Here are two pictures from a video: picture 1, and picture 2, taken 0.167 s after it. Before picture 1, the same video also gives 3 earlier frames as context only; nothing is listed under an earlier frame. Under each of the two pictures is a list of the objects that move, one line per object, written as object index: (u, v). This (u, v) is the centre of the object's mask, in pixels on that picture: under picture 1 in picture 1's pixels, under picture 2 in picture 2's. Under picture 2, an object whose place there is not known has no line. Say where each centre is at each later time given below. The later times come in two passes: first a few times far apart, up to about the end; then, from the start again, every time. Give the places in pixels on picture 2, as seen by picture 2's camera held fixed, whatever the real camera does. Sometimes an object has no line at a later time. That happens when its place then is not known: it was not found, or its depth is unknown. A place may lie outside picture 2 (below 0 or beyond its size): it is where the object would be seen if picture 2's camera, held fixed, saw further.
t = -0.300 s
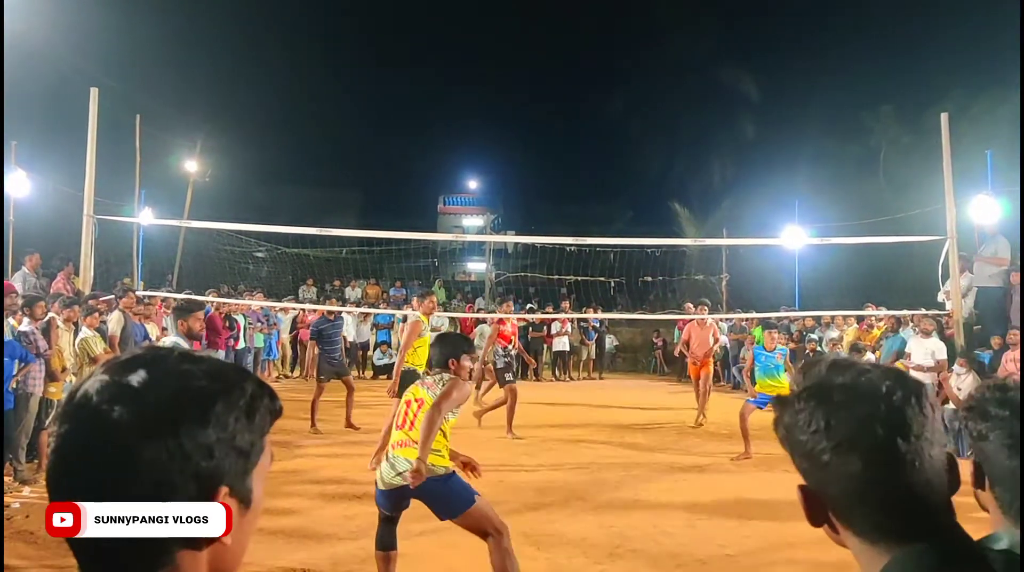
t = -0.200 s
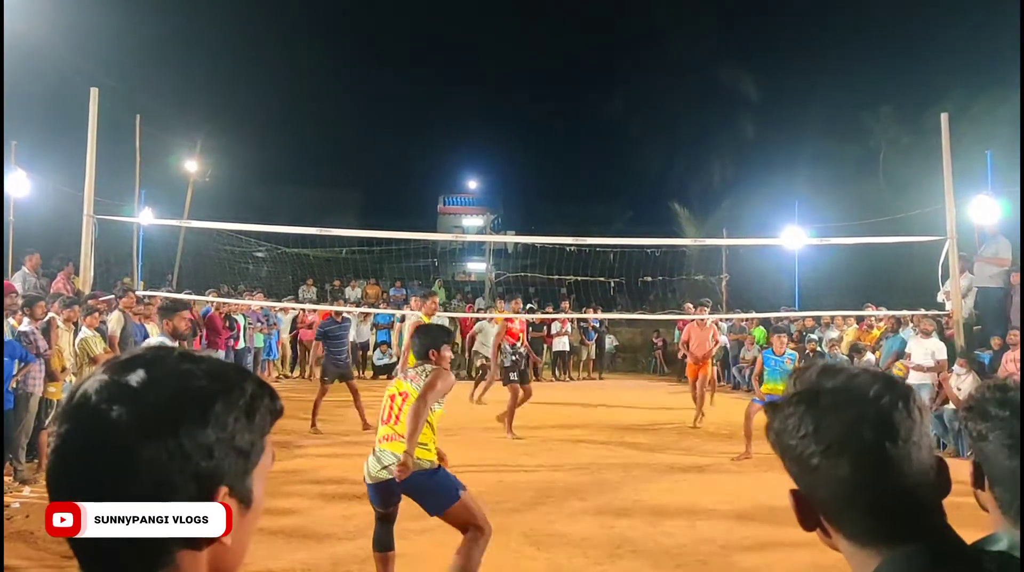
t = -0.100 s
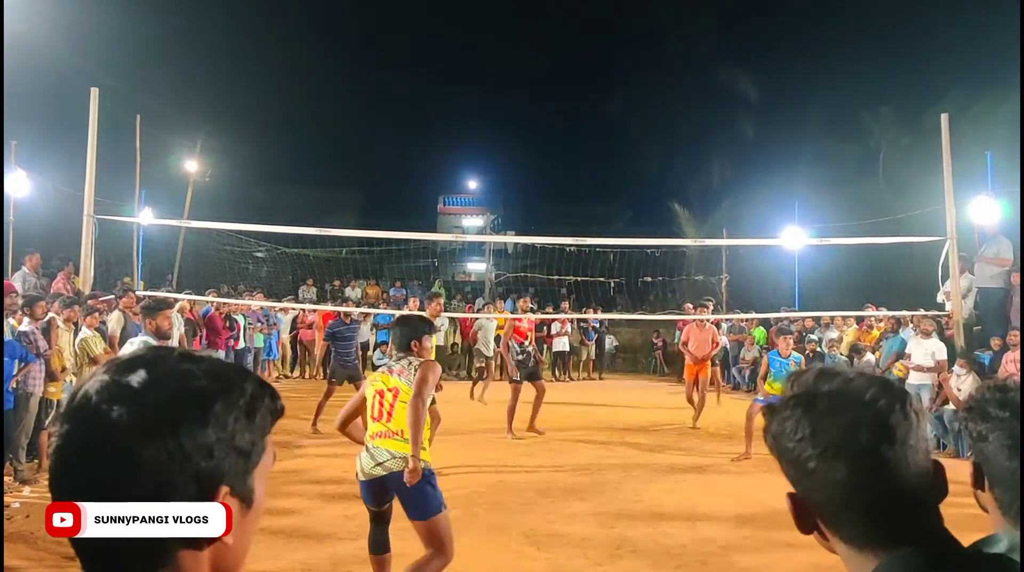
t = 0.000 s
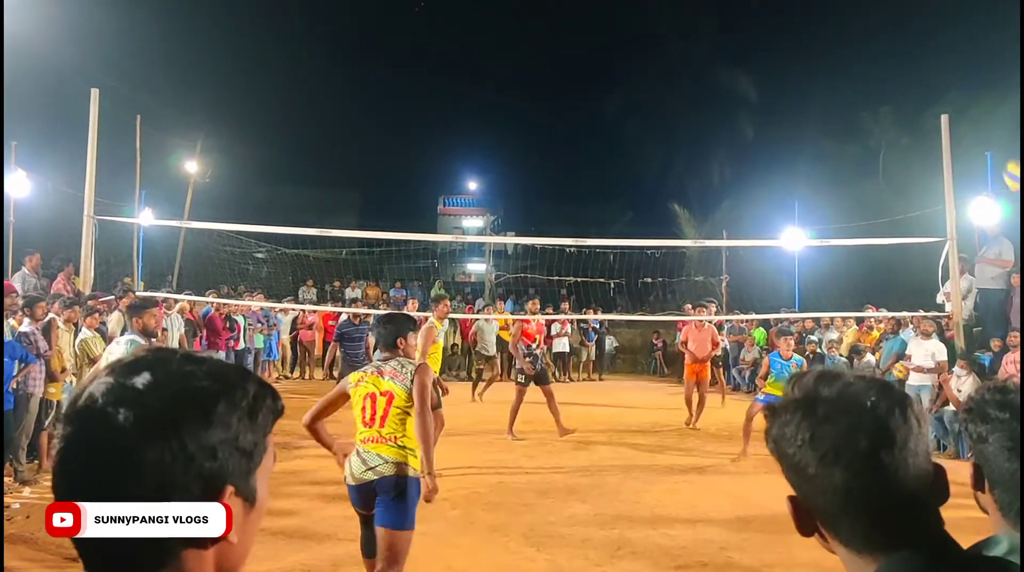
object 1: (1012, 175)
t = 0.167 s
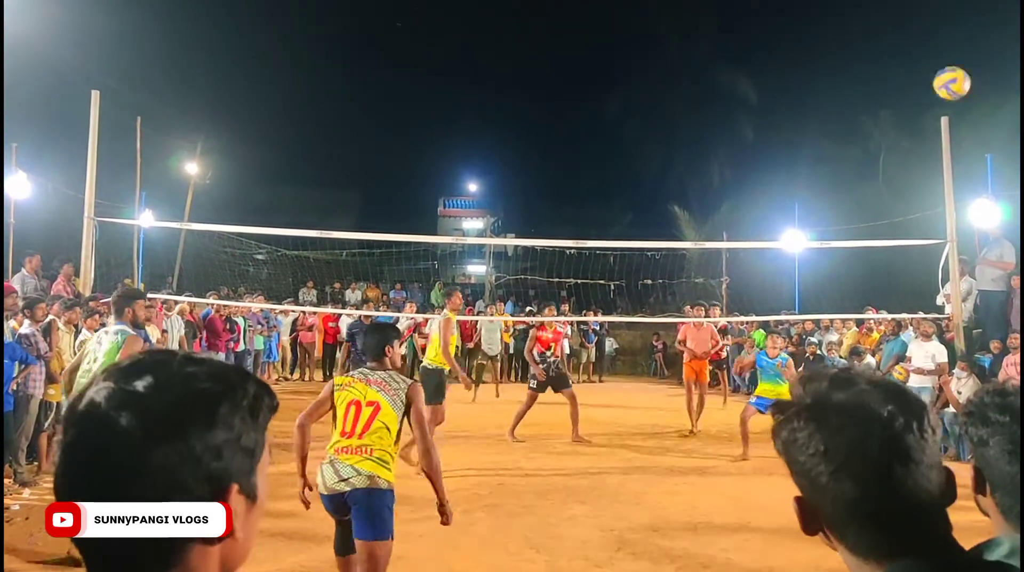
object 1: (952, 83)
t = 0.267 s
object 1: (916, 51)
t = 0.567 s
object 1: (827, 37)
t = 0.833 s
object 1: (766, 104)
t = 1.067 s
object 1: (723, 207)
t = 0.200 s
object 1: (939, 71)
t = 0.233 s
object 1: (927, 60)
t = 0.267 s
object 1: (916, 51)
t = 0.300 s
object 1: (904, 43)
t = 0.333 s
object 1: (894, 38)
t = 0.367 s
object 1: (883, 34)
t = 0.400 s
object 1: (873, 31)
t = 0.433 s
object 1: (863, 30)
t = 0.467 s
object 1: (854, 30)
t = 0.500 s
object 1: (844, 31)
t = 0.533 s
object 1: (835, 33)
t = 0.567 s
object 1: (827, 37)
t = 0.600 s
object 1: (818, 41)
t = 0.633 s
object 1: (810, 48)
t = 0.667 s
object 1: (802, 54)
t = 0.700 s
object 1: (795, 63)
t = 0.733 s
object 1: (787, 72)
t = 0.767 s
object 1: (780, 81)
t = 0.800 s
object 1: (773, 92)
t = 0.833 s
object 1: (766, 104)
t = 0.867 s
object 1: (759, 116)
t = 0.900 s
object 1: (752, 130)
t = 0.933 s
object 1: (746, 144)
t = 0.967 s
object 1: (740, 159)
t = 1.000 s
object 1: (734, 174)
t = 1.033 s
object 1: (729, 190)
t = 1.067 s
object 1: (723, 207)
